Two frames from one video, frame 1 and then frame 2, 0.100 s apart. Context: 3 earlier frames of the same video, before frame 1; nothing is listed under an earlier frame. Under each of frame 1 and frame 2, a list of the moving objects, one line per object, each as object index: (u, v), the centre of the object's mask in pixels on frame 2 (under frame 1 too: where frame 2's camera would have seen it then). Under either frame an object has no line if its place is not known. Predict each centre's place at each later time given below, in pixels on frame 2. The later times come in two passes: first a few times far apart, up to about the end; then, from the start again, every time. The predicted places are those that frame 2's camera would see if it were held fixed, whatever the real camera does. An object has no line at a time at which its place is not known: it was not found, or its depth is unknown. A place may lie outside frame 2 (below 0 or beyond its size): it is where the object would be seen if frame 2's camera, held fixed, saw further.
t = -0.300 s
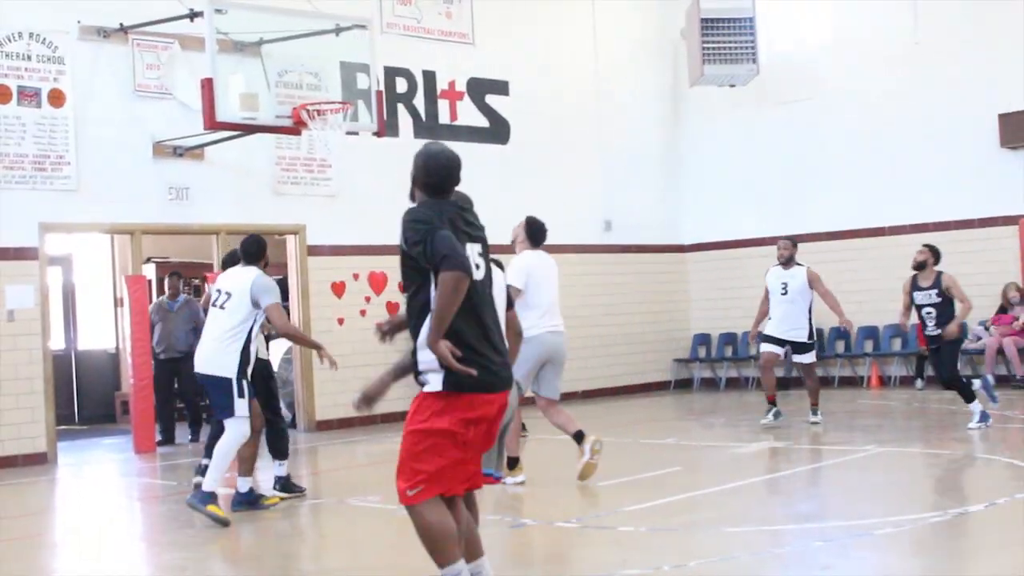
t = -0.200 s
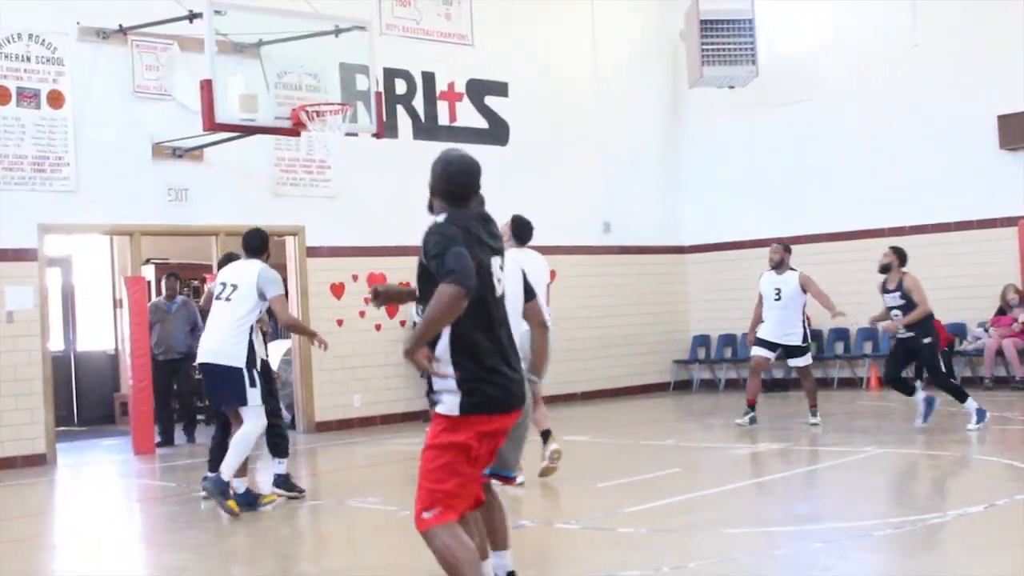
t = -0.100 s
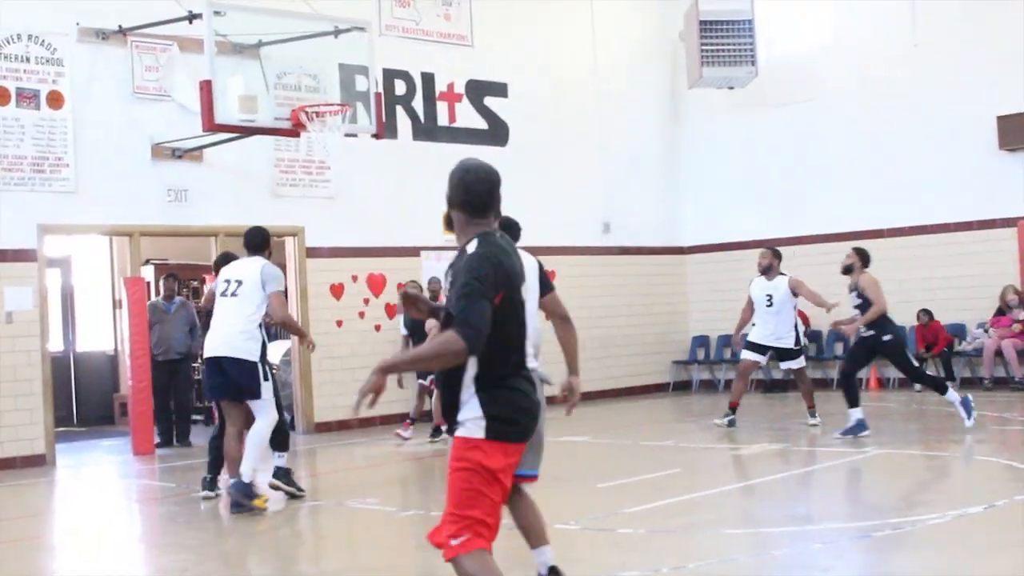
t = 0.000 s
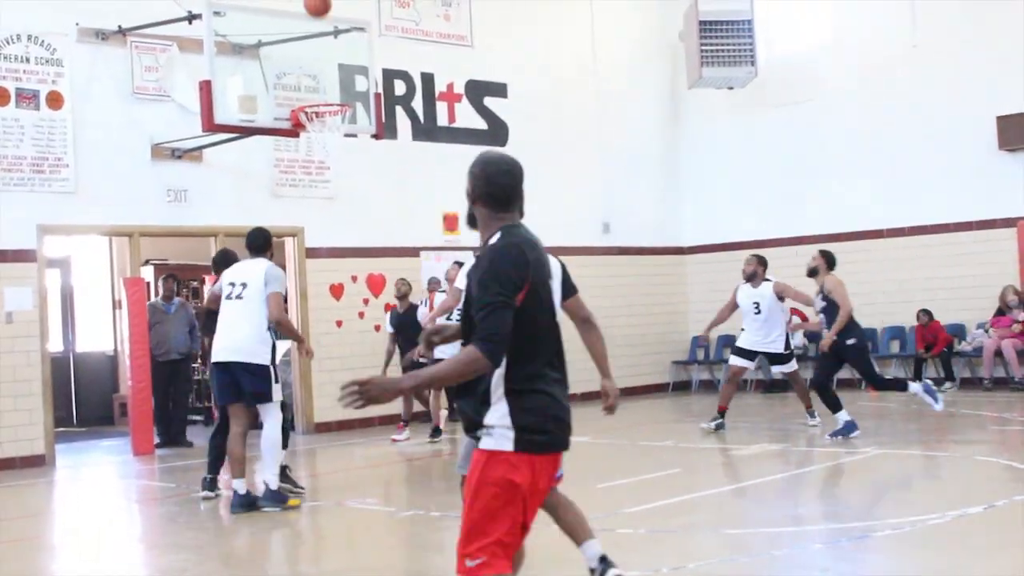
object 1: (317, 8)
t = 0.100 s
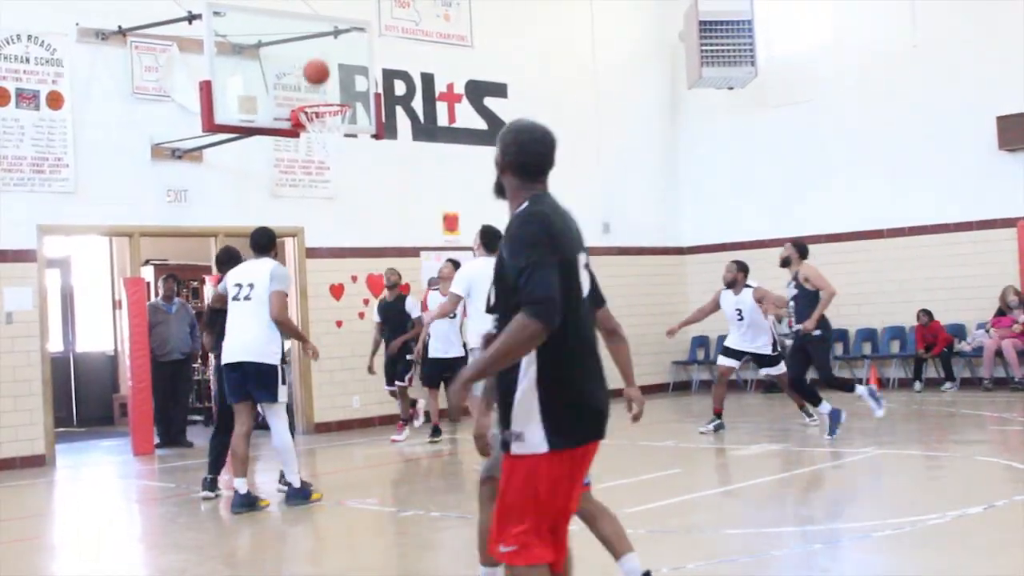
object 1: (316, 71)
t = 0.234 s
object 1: (342, 70)
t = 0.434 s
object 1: (412, 15)
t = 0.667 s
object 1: (512, 11)
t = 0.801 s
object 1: (579, 36)
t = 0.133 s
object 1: (316, 94)
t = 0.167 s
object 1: (321, 95)
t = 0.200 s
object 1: (332, 83)
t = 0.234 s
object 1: (342, 70)
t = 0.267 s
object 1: (353, 59)
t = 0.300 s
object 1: (364, 48)
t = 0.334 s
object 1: (376, 38)
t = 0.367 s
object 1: (388, 29)
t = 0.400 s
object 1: (400, 22)
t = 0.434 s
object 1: (412, 15)
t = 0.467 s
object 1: (426, 11)
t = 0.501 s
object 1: (439, 9)
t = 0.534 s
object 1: (453, 8)
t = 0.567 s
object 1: (467, 8)
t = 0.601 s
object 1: (482, 8)
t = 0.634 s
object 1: (496, 9)
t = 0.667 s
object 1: (512, 11)
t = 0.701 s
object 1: (527, 13)
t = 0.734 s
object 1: (544, 18)
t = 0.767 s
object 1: (561, 26)
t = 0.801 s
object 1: (579, 36)
